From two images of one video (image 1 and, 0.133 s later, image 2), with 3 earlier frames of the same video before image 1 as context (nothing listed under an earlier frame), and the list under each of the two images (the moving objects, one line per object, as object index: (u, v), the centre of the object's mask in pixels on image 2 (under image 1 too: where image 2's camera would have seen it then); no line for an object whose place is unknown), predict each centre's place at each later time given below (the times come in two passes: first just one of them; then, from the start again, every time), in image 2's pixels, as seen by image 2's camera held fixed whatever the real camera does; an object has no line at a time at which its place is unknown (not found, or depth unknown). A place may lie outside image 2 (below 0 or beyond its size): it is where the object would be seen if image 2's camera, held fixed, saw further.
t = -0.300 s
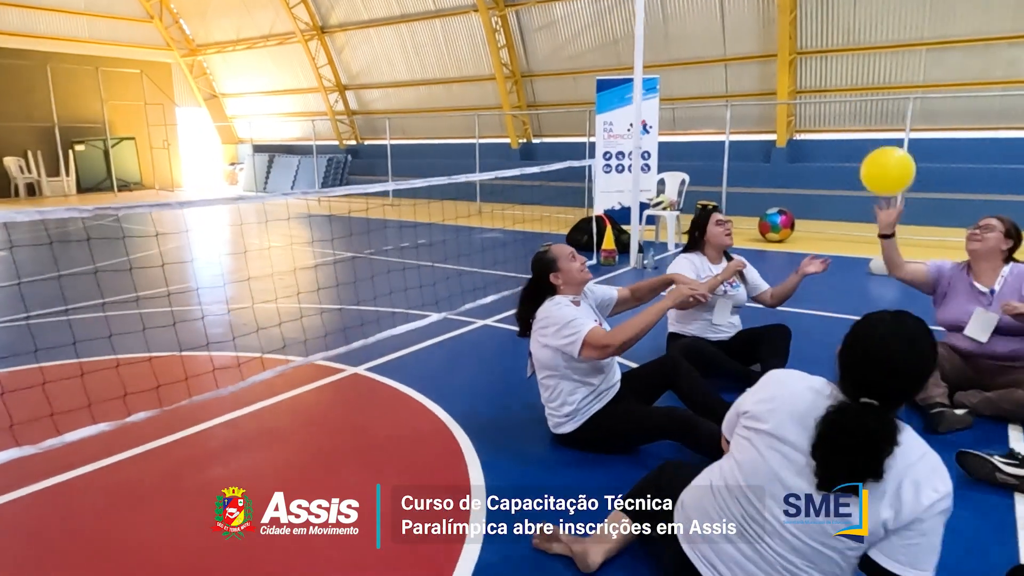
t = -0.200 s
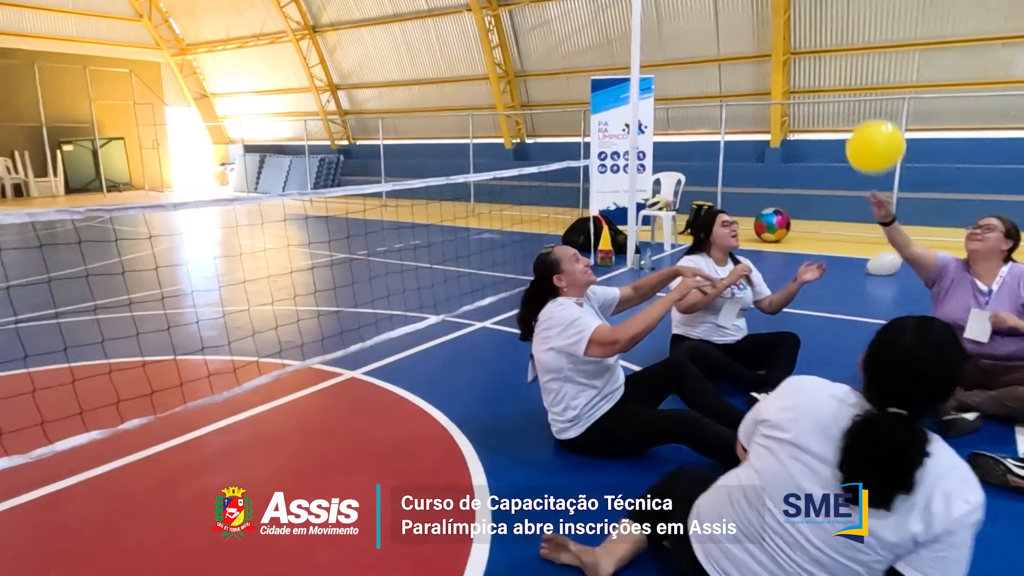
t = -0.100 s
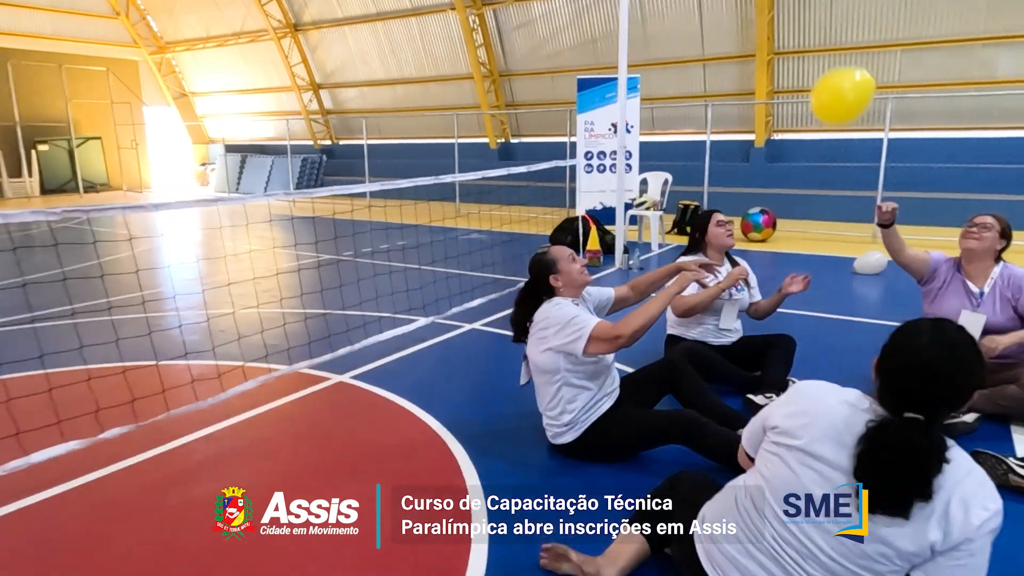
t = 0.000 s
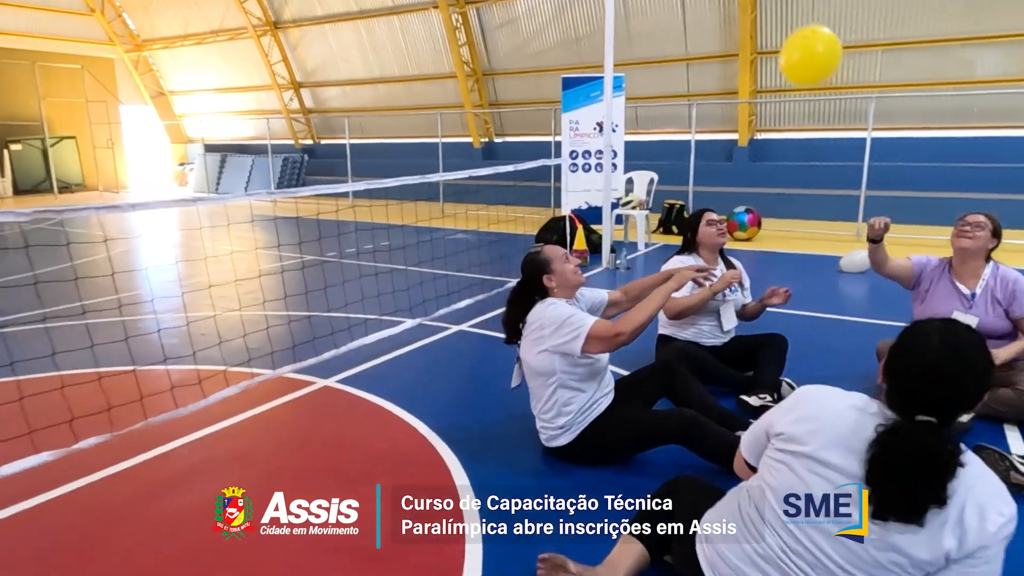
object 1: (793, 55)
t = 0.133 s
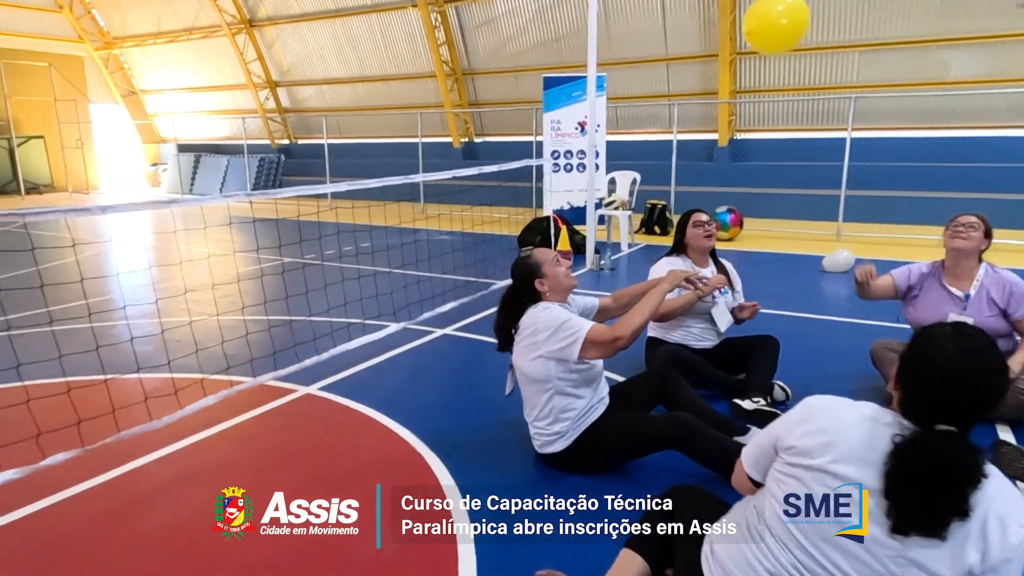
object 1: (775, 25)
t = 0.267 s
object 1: (754, 23)
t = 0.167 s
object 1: (770, 23)
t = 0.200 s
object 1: (764, 22)
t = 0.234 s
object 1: (759, 22)
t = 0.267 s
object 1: (754, 23)
